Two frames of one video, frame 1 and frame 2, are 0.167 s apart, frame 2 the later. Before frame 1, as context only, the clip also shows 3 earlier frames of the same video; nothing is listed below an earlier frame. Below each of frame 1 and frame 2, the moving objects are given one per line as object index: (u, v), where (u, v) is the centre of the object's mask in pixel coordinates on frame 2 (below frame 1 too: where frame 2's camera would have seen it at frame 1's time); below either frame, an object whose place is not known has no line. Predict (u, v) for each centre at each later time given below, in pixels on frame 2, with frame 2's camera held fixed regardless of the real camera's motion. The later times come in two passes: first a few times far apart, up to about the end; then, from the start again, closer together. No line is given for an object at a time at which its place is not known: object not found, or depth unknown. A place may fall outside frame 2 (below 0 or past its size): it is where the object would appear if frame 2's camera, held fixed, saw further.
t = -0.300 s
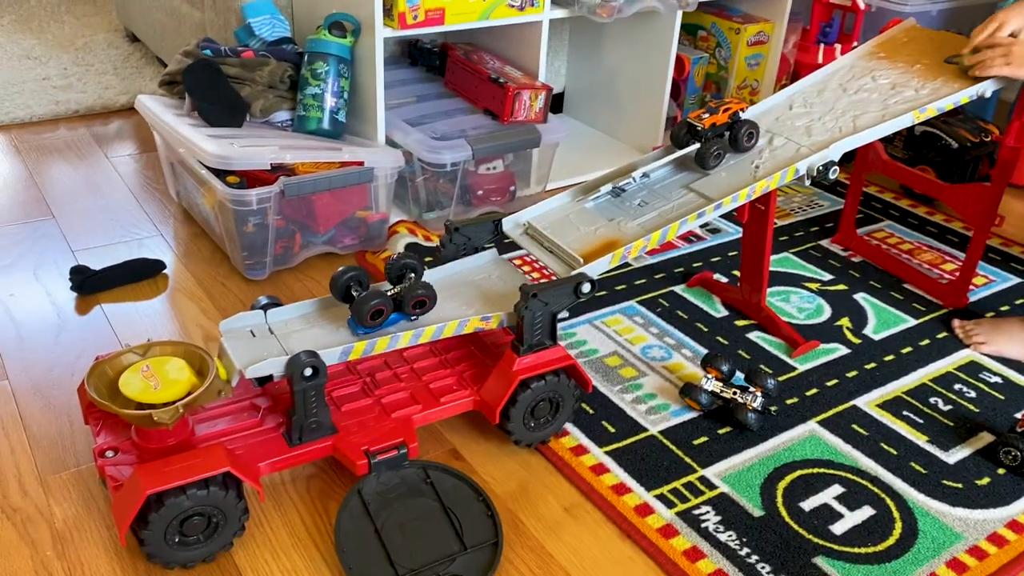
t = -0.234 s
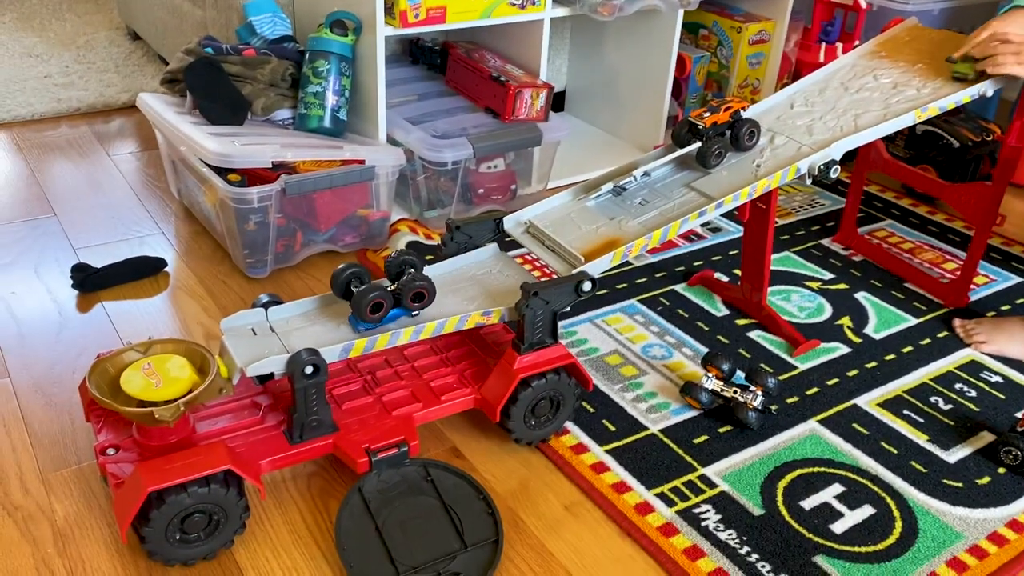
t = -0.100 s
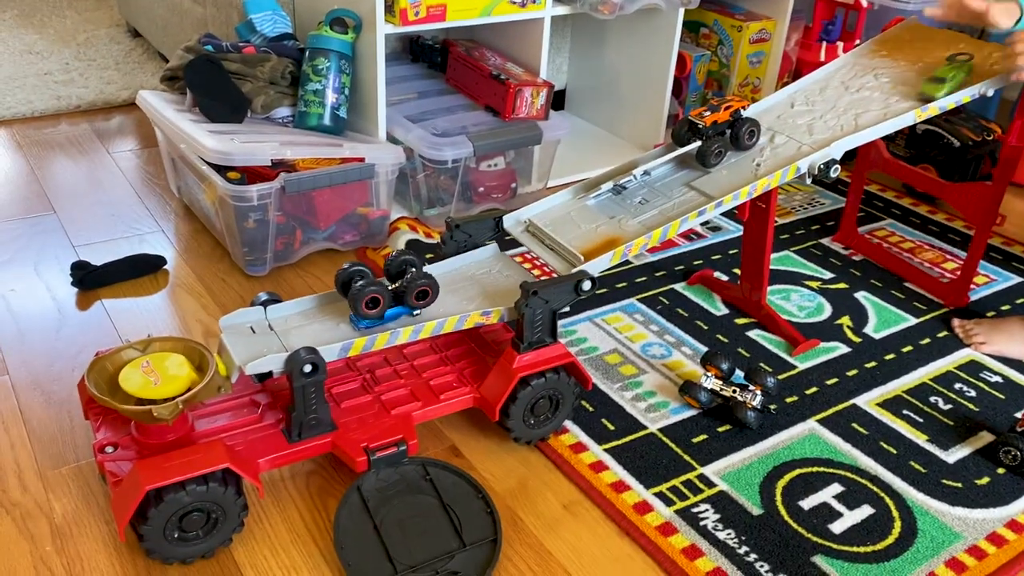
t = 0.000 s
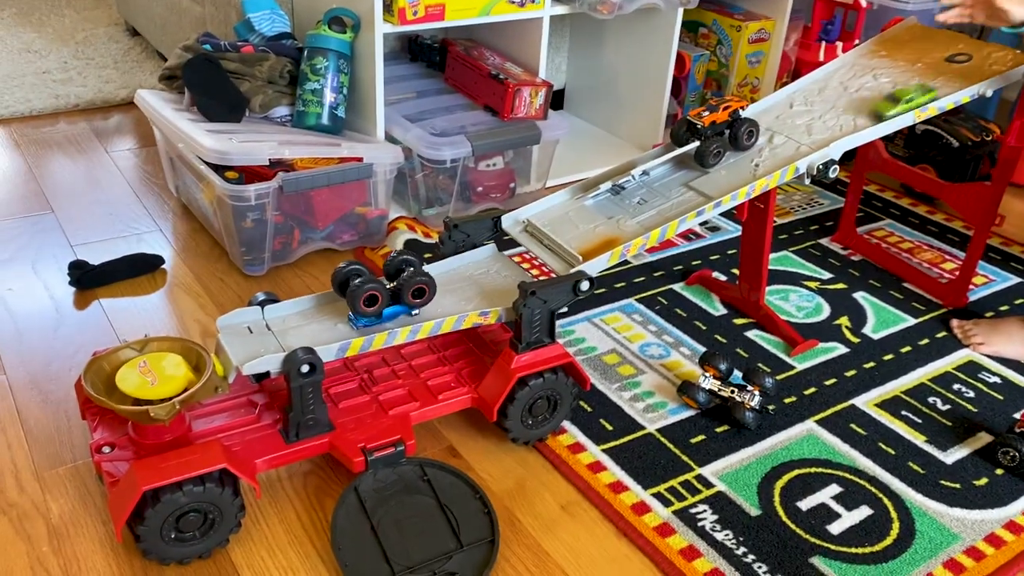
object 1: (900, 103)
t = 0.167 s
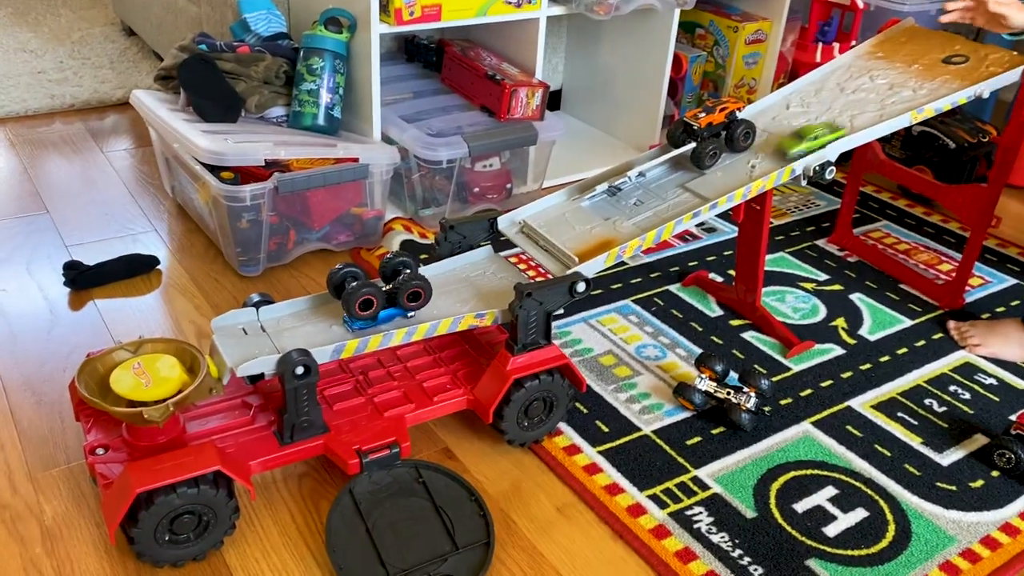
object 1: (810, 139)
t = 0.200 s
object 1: (787, 148)
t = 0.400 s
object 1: (659, 205)
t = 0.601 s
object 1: (594, 241)
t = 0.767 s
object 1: (501, 295)
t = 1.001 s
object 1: (466, 302)
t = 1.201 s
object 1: (465, 301)
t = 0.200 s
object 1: (787, 148)
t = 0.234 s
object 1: (766, 155)
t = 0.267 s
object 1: (744, 167)
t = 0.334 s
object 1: (695, 193)
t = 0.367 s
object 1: (672, 205)
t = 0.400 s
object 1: (659, 205)
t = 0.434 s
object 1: (648, 205)
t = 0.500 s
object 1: (628, 221)
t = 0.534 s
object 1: (617, 229)
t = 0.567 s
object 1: (604, 235)
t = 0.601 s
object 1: (594, 241)
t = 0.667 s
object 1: (559, 260)
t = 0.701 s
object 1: (551, 264)
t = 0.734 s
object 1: (527, 279)
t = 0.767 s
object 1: (501, 295)
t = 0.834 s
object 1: (477, 301)
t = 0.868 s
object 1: (469, 300)
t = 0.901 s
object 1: (465, 301)
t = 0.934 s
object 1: (464, 301)
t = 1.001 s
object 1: (466, 302)
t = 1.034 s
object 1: (465, 302)
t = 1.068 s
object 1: (466, 301)
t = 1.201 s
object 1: (465, 301)
